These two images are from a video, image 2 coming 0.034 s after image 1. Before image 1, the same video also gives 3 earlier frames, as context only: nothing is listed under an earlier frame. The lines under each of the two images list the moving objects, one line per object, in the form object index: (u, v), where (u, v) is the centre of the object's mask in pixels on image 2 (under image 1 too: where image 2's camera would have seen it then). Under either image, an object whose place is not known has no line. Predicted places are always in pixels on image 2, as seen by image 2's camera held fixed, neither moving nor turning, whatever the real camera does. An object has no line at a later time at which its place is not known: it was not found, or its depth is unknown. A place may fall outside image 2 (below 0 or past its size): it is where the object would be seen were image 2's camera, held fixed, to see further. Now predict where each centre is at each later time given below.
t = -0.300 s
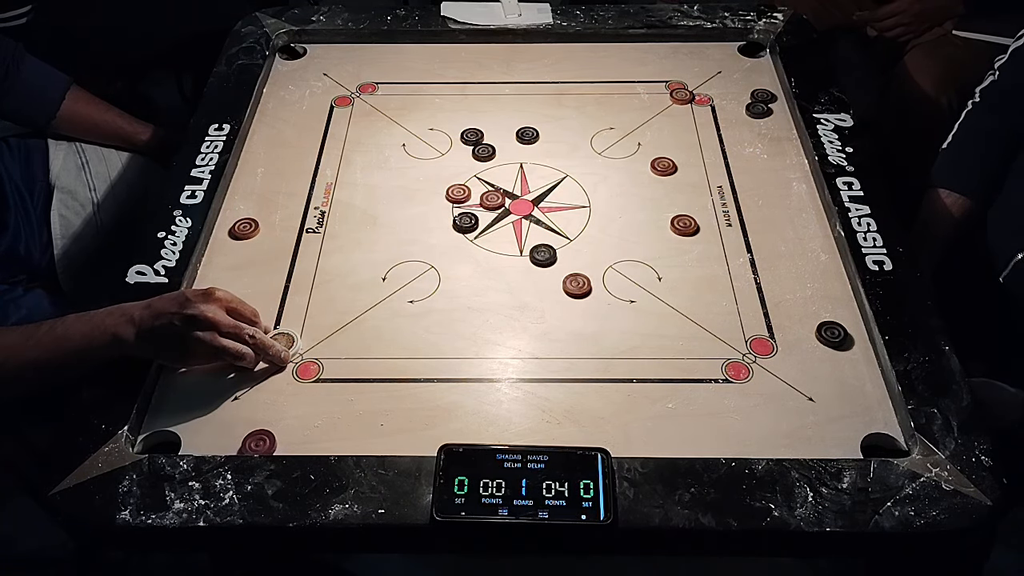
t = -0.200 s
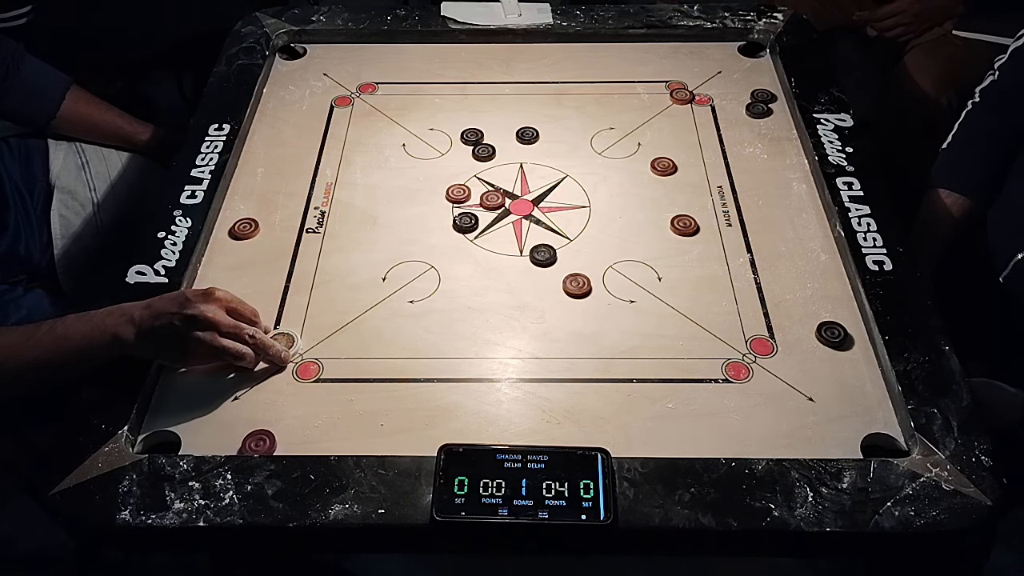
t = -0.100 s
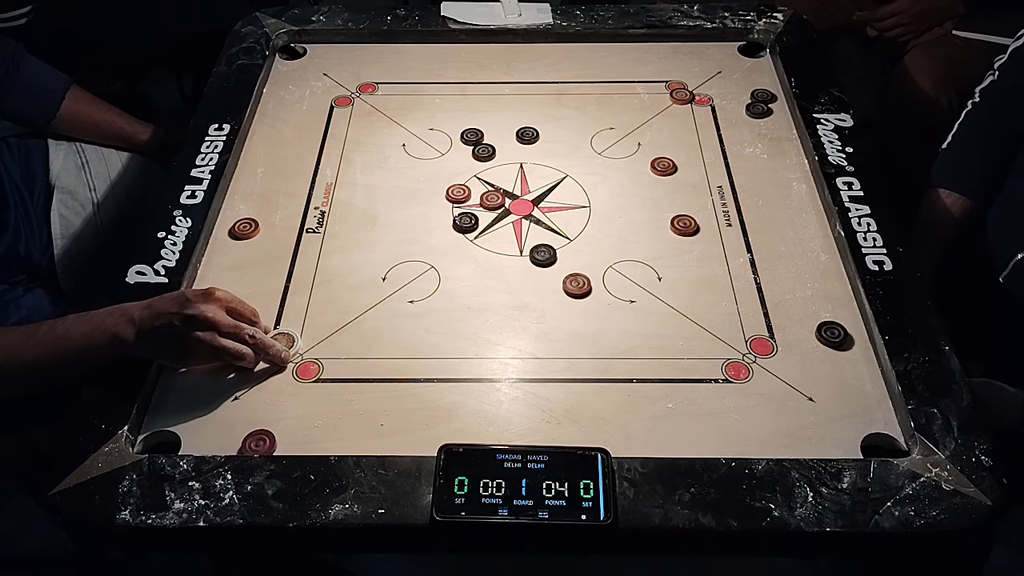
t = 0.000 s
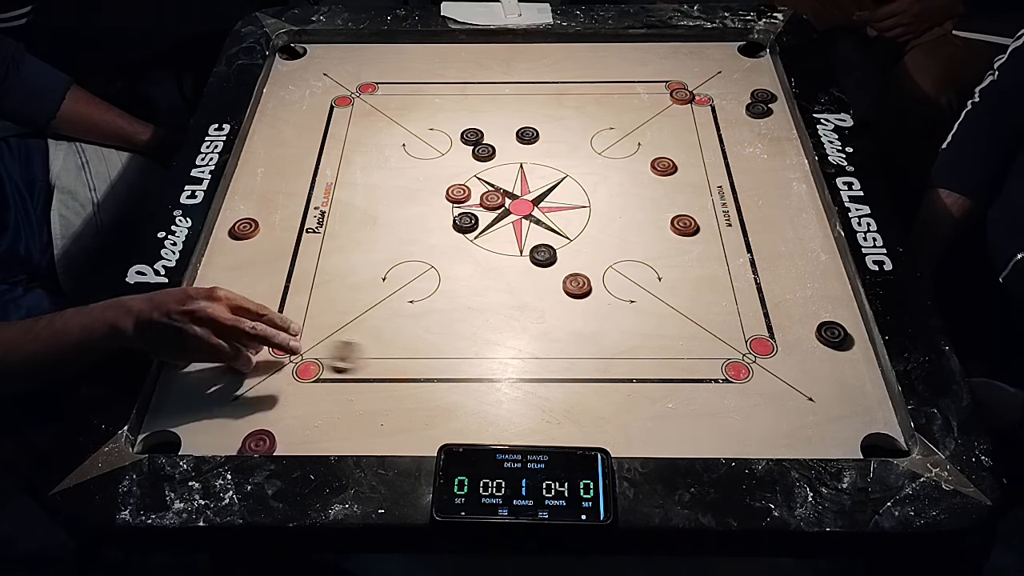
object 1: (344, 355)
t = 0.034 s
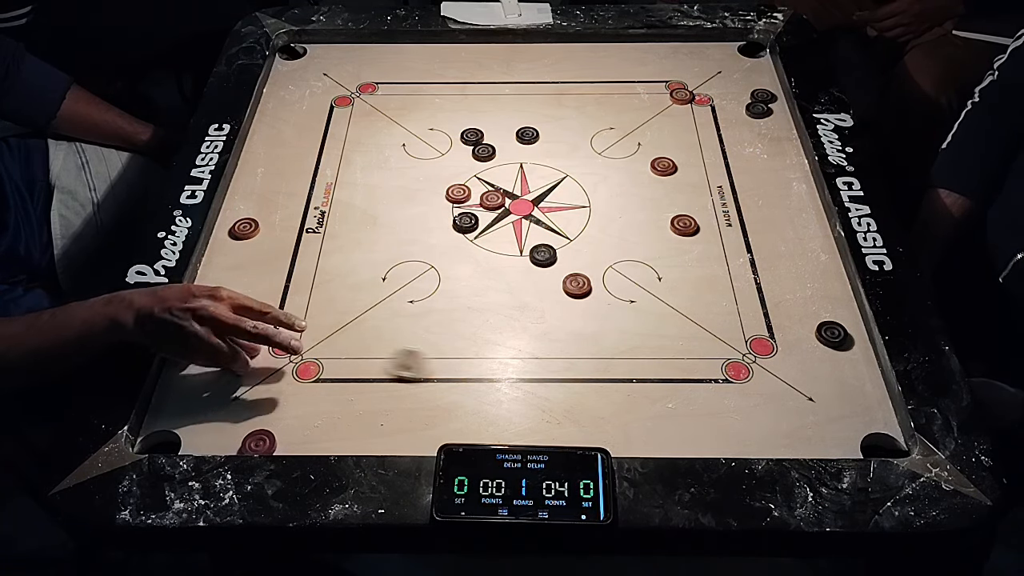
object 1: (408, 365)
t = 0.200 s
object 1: (731, 411)
